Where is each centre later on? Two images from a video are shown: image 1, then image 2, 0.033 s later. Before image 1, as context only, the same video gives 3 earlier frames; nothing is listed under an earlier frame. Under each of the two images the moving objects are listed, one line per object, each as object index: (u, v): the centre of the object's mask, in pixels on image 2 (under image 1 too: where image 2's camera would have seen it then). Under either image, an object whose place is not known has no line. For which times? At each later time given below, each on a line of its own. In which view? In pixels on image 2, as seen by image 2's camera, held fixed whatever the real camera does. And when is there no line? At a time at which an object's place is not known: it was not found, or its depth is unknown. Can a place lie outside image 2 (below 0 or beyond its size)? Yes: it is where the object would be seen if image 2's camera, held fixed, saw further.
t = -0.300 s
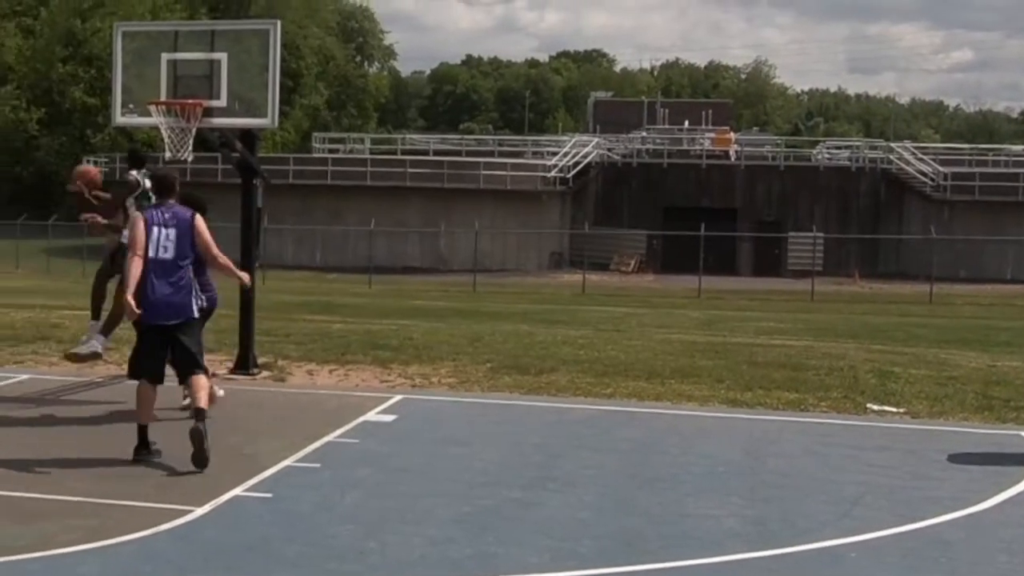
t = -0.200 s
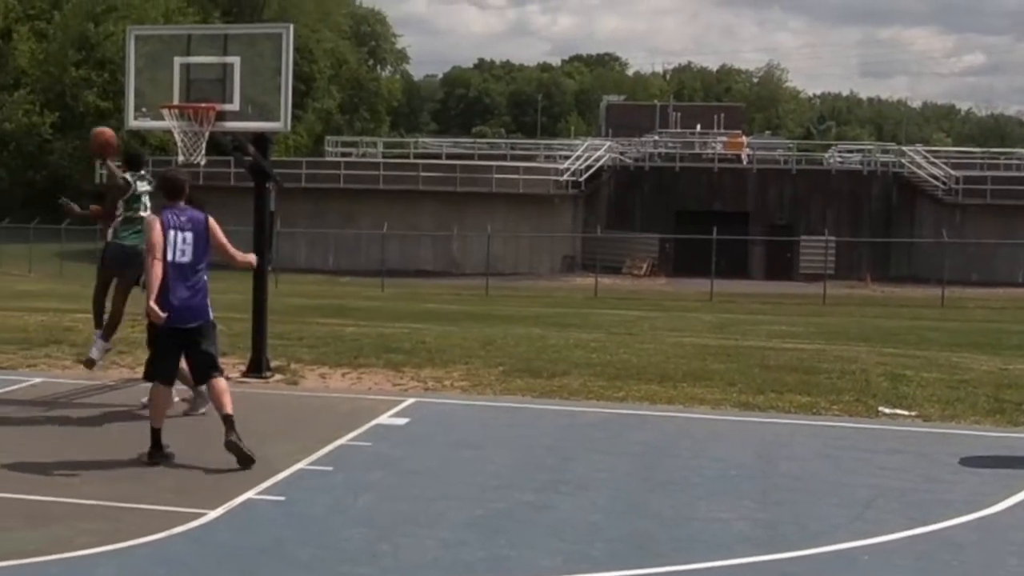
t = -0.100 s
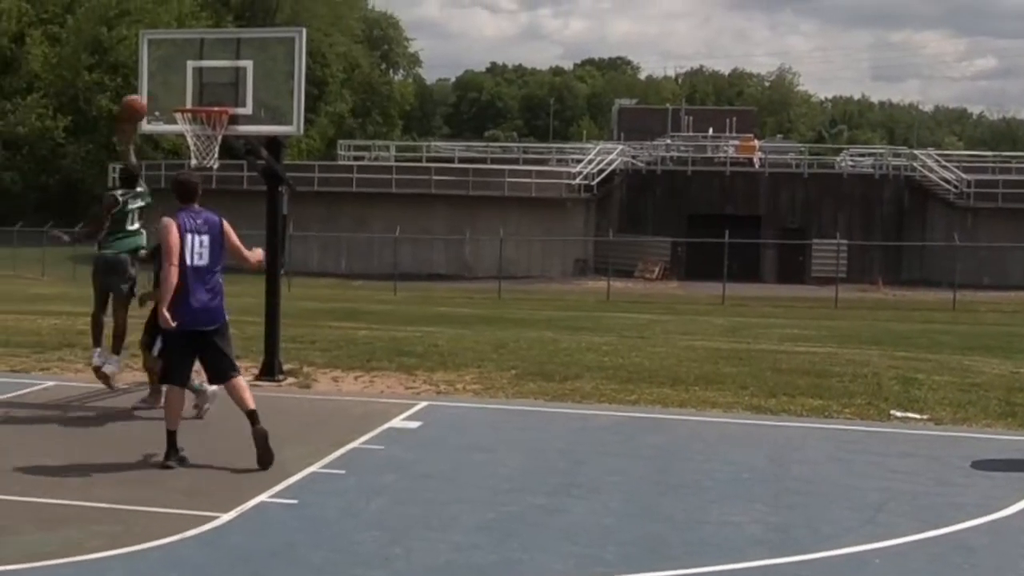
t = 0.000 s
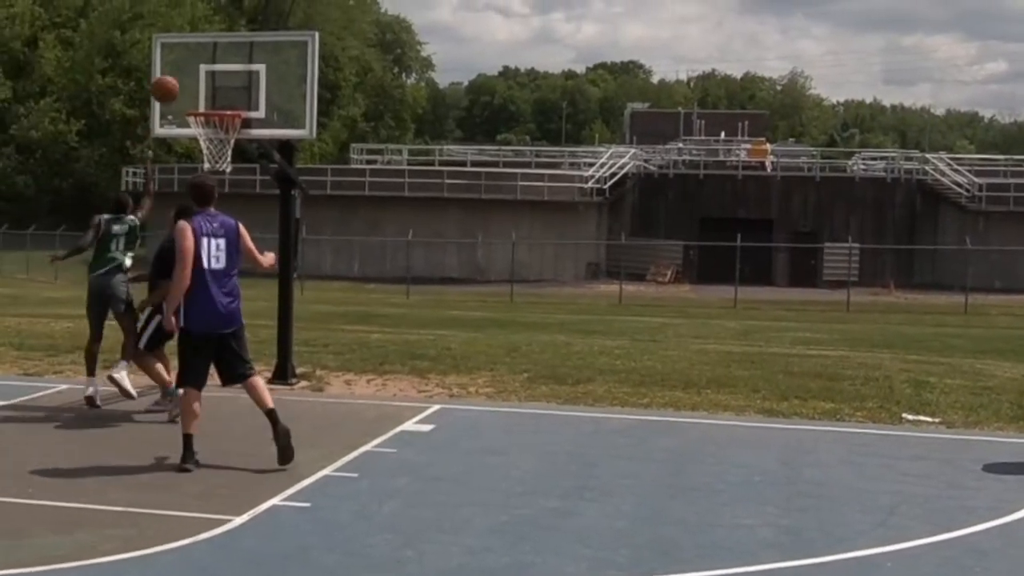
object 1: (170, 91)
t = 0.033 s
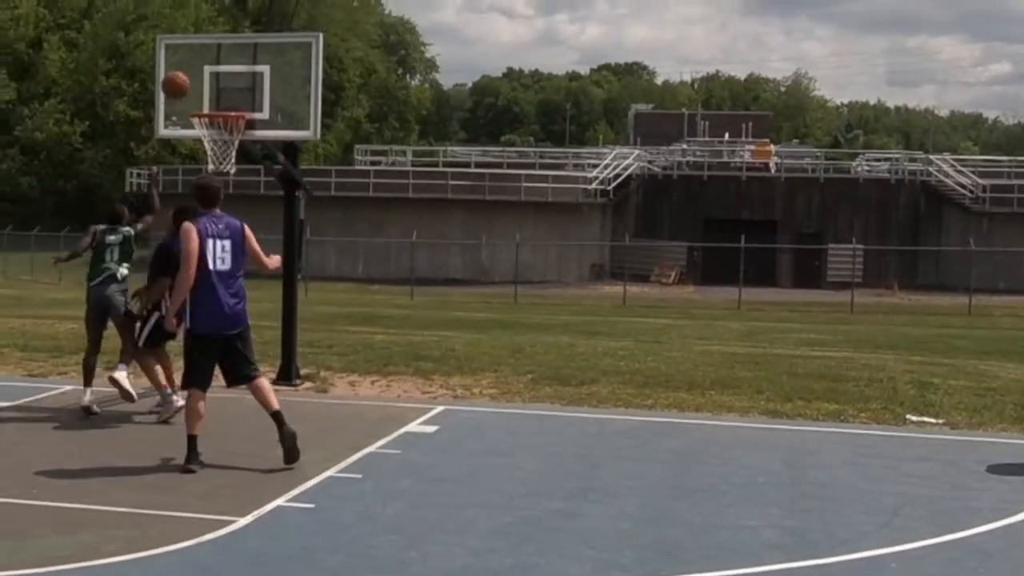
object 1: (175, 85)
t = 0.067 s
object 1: (182, 80)
